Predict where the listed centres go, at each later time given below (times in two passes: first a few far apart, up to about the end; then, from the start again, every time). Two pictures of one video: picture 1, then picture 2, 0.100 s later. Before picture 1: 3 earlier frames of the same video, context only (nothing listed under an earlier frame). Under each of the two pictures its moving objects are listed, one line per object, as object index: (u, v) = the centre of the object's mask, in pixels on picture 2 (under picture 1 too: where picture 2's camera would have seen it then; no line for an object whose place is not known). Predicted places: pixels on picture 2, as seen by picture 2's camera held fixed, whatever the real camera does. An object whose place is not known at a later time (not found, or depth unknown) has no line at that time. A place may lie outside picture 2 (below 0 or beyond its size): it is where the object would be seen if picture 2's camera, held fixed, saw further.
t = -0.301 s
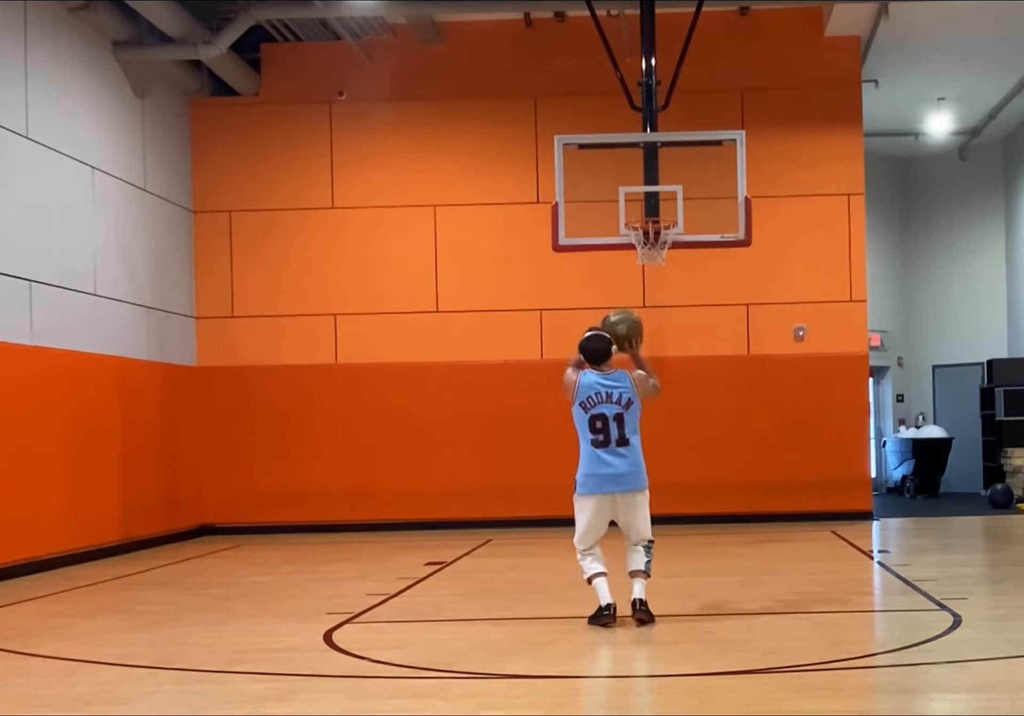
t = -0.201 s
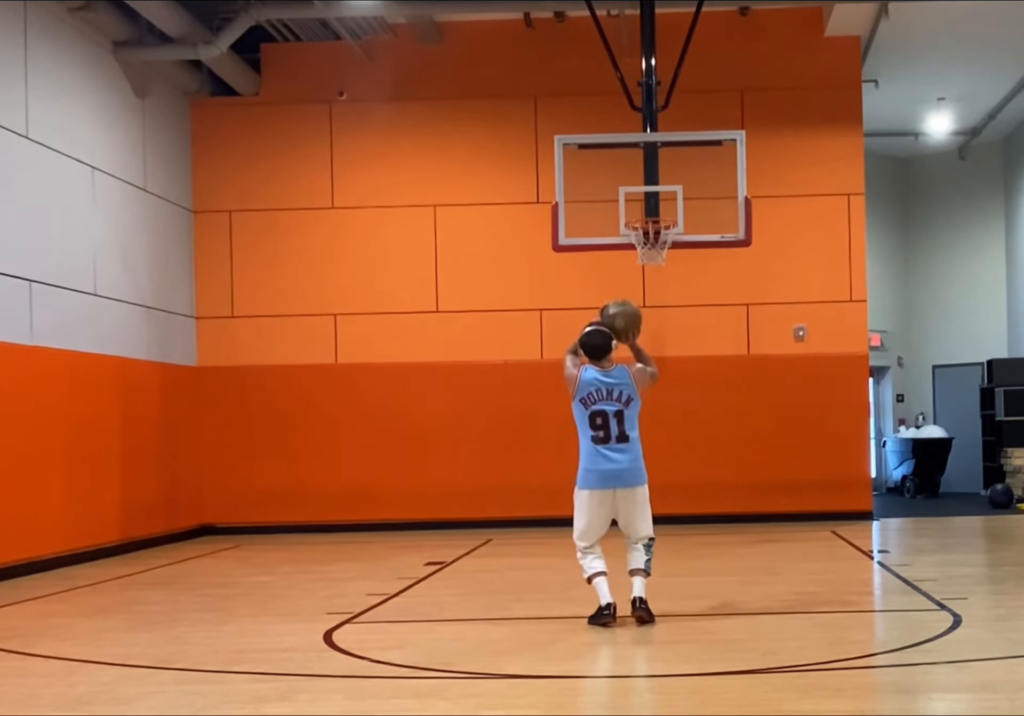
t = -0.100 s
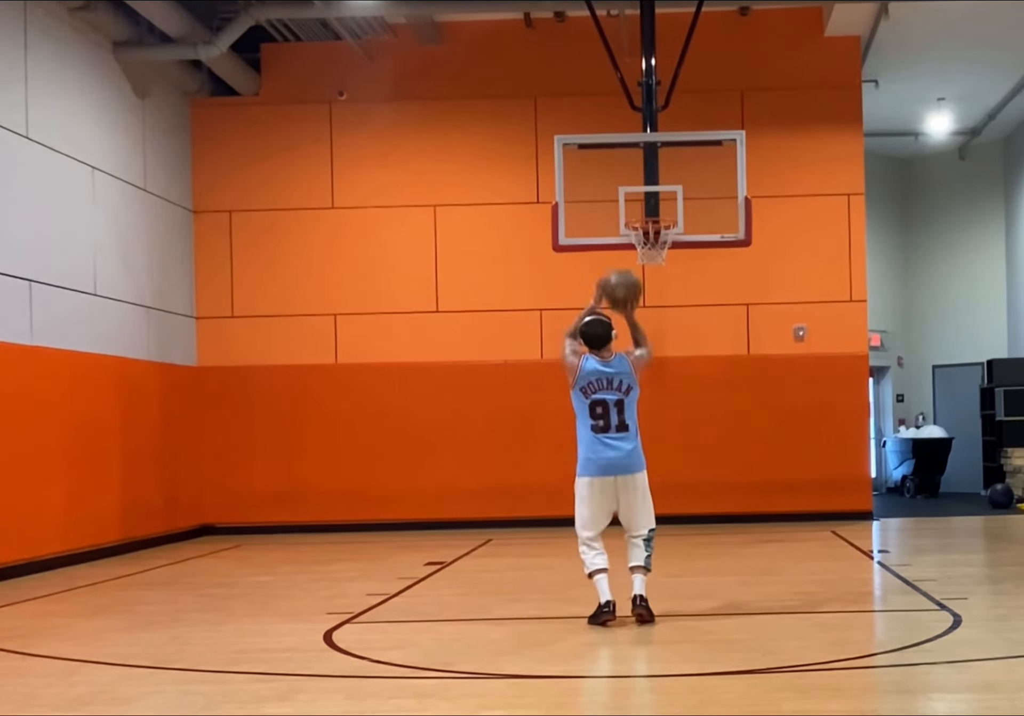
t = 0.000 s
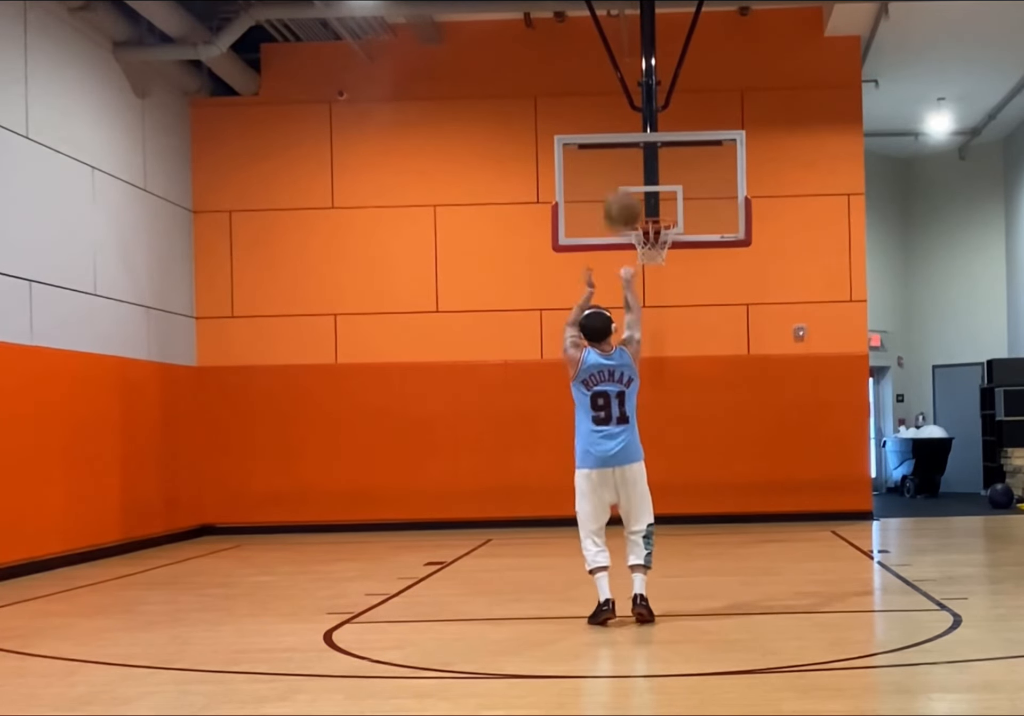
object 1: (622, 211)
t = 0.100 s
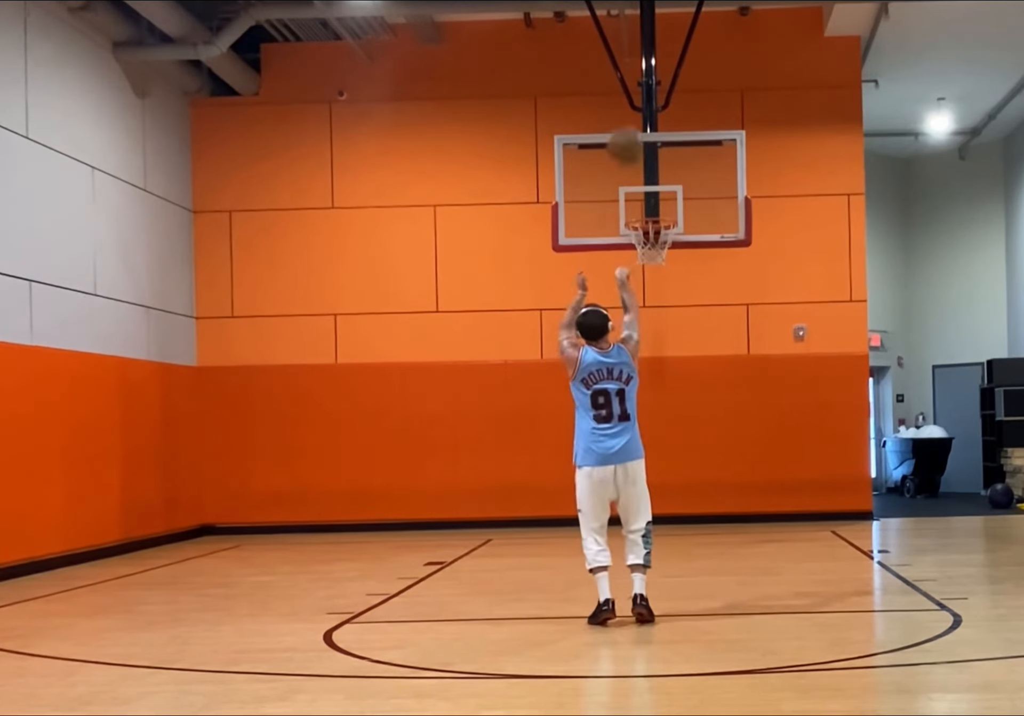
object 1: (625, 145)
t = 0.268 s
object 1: (628, 81)
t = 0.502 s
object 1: (635, 66)
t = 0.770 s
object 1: (643, 123)
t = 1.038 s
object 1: (650, 239)
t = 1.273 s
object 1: (653, 269)
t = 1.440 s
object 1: (656, 318)
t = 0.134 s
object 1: (625, 129)
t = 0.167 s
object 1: (626, 113)
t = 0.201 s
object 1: (627, 100)
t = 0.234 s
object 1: (627, 90)
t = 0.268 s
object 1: (628, 81)
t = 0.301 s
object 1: (628, 75)
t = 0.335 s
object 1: (630, 70)
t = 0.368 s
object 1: (631, 66)
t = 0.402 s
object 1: (632, 64)
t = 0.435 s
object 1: (633, 64)
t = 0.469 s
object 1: (634, 64)
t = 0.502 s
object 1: (635, 66)
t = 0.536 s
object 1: (636, 69)
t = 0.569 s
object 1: (637, 73)
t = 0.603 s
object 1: (638, 80)
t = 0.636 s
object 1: (639, 86)
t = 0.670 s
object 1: (640, 95)
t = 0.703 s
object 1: (641, 103)
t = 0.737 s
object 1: (642, 113)
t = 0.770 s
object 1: (643, 123)
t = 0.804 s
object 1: (643, 136)
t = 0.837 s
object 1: (644, 149)
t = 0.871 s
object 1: (645, 161)
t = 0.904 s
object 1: (646, 176)
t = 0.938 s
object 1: (647, 192)
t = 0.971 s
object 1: (648, 207)
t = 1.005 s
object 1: (651, 227)
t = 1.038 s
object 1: (650, 239)
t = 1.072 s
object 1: (651, 244)
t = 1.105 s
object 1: (651, 245)
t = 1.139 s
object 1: (651, 246)
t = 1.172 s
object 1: (652, 247)
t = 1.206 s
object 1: (653, 249)
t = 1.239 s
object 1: (653, 252)
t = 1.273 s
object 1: (653, 269)
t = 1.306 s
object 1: (653, 276)
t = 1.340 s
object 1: (654, 285)
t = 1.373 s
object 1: (654, 295)
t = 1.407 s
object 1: (655, 306)
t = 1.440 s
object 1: (656, 318)
